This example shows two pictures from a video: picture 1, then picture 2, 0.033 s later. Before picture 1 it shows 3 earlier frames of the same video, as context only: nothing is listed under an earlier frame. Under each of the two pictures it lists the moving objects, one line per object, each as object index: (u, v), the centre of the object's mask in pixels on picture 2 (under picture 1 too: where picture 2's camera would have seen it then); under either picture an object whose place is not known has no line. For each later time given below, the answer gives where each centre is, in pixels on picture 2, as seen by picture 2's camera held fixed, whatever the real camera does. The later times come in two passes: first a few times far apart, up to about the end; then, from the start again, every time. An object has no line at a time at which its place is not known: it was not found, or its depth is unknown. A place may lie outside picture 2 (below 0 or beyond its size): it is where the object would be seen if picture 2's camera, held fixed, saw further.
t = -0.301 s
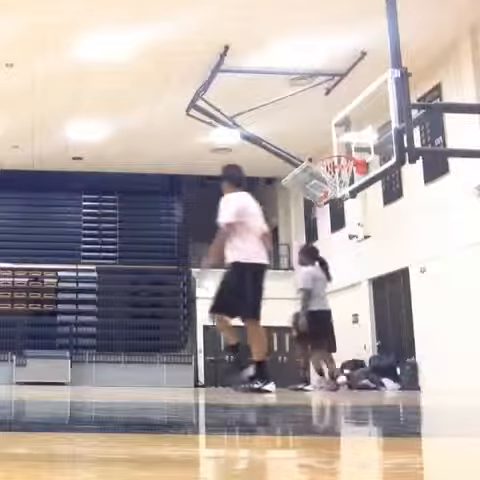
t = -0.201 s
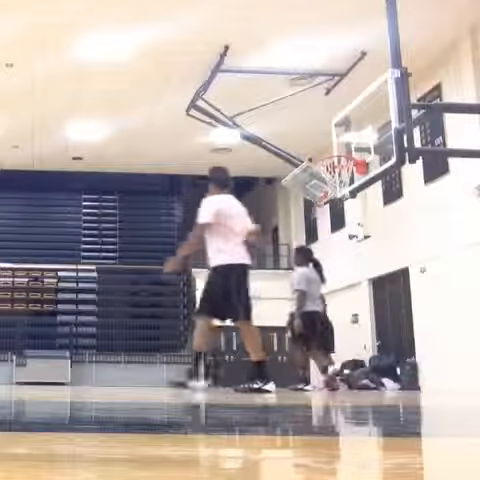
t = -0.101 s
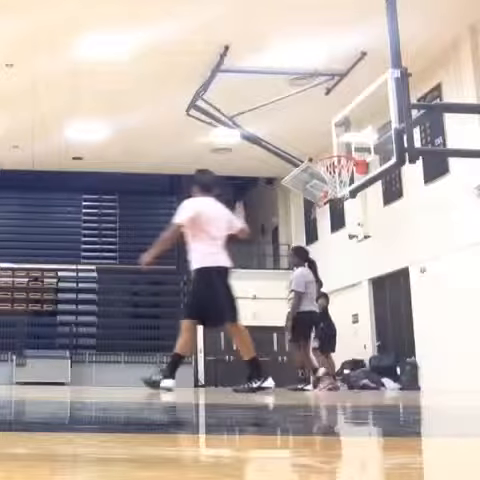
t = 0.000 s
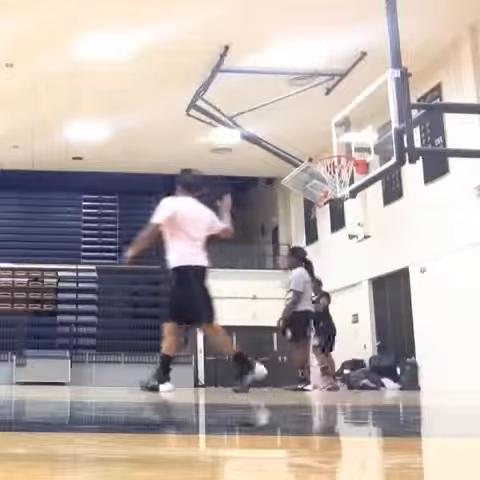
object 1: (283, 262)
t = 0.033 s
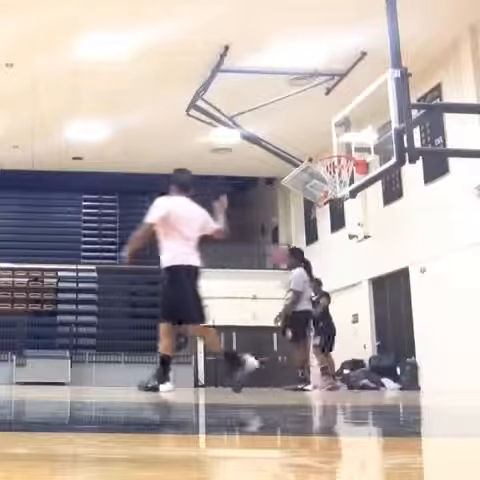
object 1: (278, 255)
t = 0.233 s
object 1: (245, 211)
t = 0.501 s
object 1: (195, 196)
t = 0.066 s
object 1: (270, 246)
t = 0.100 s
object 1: (266, 237)
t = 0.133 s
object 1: (263, 229)
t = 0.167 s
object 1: (258, 222)
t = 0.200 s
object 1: (252, 216)
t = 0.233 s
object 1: (245, 211)
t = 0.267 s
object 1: (241, 206)
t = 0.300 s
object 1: (235, 203)
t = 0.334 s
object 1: (229, 200)
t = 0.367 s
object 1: (223, 197)
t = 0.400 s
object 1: (215, 195)
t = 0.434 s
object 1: (210, 194)
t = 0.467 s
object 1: (203, 195)
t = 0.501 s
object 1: (195, 196)
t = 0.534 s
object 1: (188, 198)
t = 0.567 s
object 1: (179, 201)
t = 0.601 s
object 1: (171, 205)
